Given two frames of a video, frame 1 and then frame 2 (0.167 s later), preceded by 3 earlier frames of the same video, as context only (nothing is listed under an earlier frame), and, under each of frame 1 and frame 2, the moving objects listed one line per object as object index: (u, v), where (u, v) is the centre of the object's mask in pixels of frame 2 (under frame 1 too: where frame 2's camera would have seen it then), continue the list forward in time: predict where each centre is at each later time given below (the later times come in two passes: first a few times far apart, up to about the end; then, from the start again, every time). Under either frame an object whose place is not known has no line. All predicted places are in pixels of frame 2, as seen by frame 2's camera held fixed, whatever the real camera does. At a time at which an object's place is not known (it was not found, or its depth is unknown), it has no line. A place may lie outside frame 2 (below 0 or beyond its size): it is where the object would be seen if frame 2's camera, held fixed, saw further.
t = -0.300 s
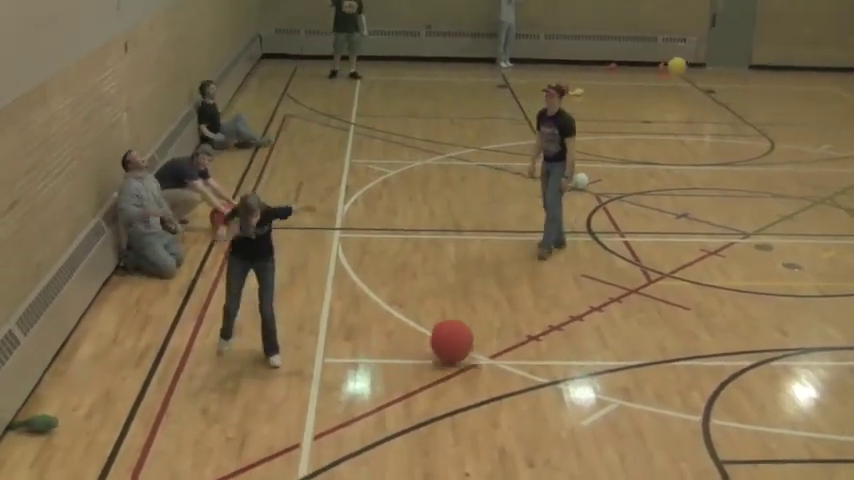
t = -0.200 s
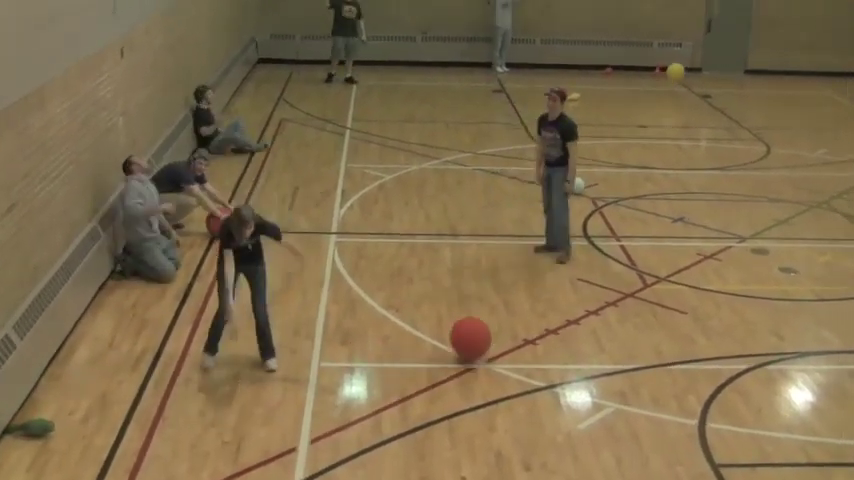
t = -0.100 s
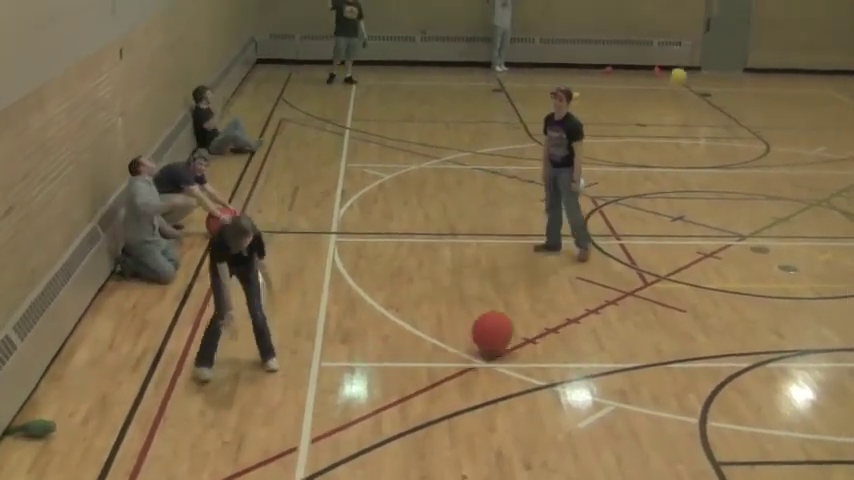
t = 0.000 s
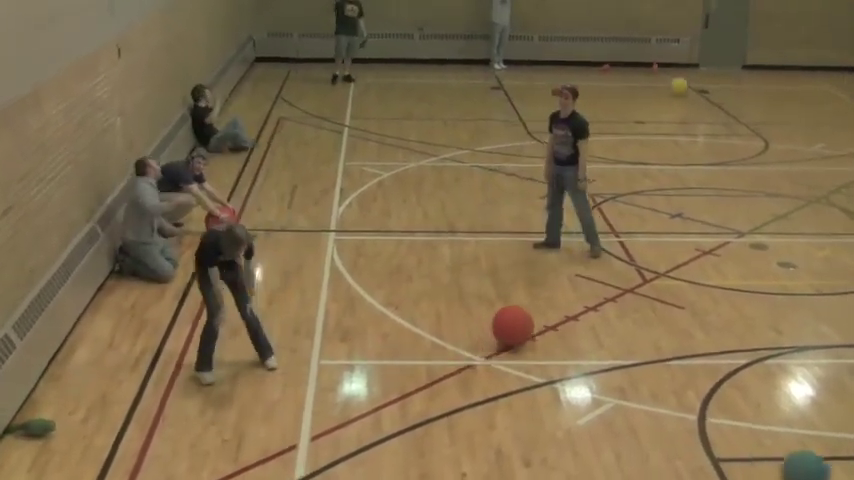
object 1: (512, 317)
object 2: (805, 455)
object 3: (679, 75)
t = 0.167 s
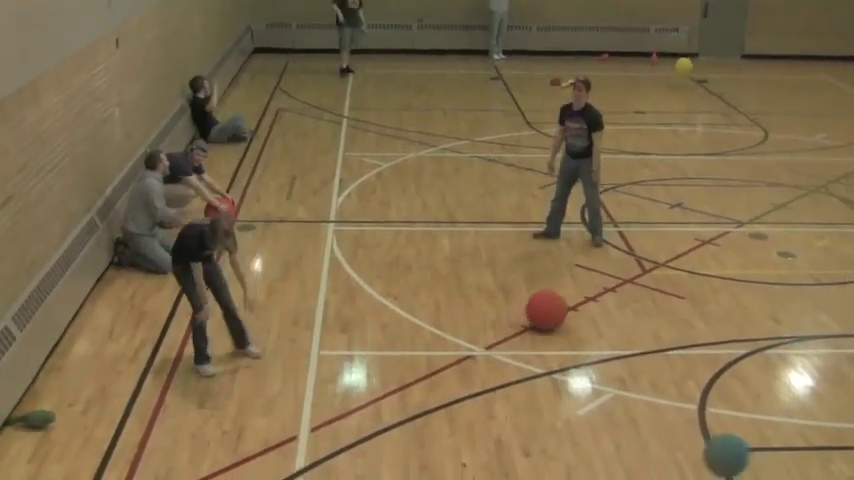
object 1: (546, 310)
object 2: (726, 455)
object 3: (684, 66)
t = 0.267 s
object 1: (564, 303)
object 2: (680, 467)
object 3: (687, 65)
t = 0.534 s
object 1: (613, 293)
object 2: (589, 398)
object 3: (695, 79)
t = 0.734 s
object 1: (647, 283)
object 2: (525, 364)
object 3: (702, 72)
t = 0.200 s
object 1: (552, 308)
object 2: (711, 458)
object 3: (685, 65)
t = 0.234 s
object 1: (558, 305)
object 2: (694, 463)
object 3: (686, 65)
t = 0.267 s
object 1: (564, 303)
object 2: (680, 467)
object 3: (687, 65)
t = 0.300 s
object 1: (571, 303)
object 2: (666, 472)
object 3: (689, 66)
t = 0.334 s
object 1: (577, 303)
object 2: (651, 476)
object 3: (689, 67)
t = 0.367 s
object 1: (583, 300)
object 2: (641, 469)
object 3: (690, 68)
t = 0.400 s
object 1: (590, 297)
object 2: (631, 453)
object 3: (692, 70)
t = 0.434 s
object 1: (595, 296)
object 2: (619, 436)
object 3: (692, 72)
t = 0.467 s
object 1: (601, 295)
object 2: (609, 422)
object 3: (693, 76)
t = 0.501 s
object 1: (607, 295)
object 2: (598, 410)
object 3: (694, 80)
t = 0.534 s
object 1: (613, 293)
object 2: (589, 398)
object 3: (695, 79)
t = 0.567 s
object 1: (619, 291)
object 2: (576, 388)
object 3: (696, 77)
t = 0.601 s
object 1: (625, 288)
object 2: (567, 381)
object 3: (697, 75)
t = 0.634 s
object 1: (631, 287)
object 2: (556, 374)
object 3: (698, 74)
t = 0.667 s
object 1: (636, 287)
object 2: (547, 370)
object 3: (700, 73)
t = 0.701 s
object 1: (642, 286)
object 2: (536, 366)
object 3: (701, 73)
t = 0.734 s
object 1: (647, 283)
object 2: (525, 364)
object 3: (702, 72)
